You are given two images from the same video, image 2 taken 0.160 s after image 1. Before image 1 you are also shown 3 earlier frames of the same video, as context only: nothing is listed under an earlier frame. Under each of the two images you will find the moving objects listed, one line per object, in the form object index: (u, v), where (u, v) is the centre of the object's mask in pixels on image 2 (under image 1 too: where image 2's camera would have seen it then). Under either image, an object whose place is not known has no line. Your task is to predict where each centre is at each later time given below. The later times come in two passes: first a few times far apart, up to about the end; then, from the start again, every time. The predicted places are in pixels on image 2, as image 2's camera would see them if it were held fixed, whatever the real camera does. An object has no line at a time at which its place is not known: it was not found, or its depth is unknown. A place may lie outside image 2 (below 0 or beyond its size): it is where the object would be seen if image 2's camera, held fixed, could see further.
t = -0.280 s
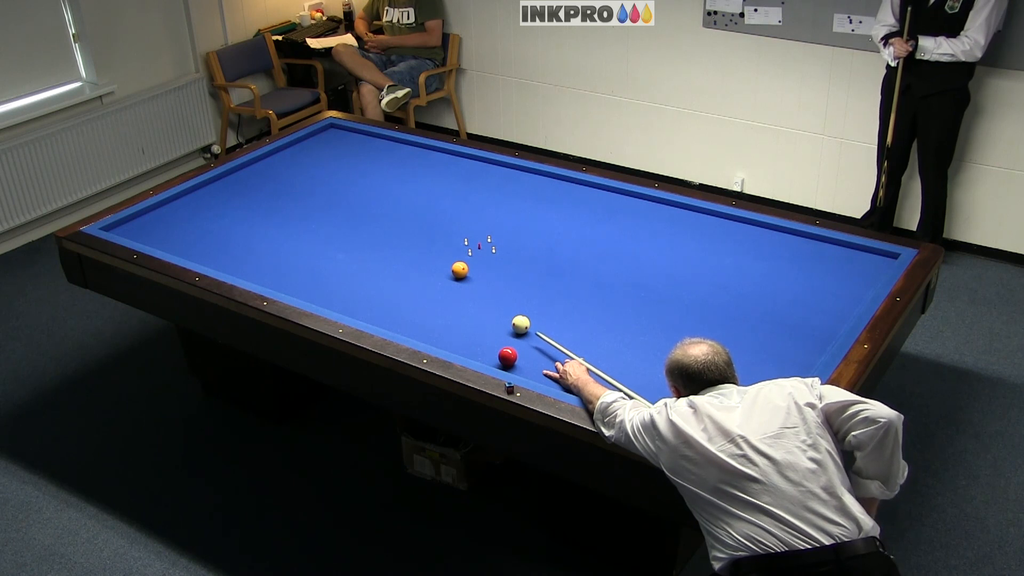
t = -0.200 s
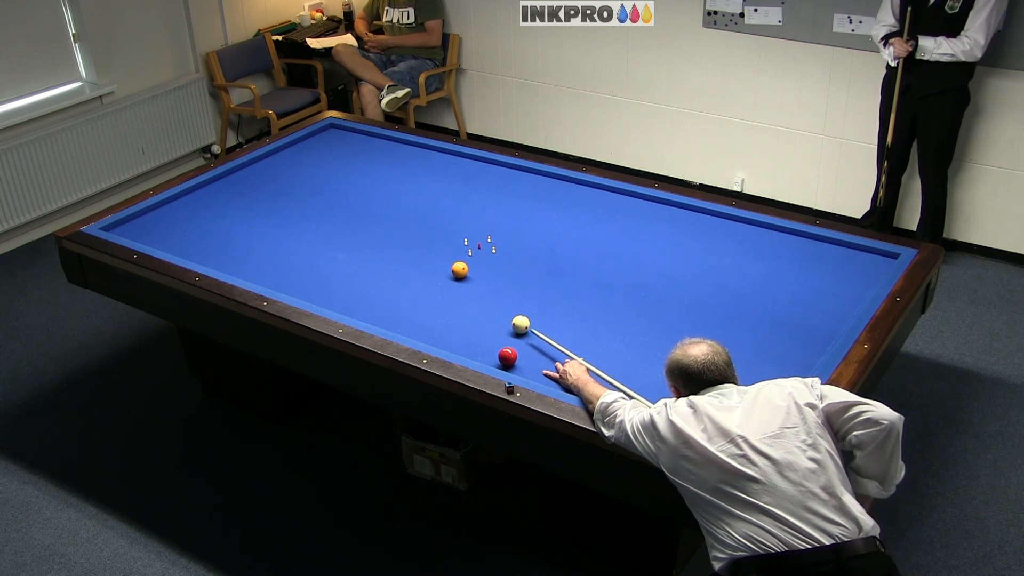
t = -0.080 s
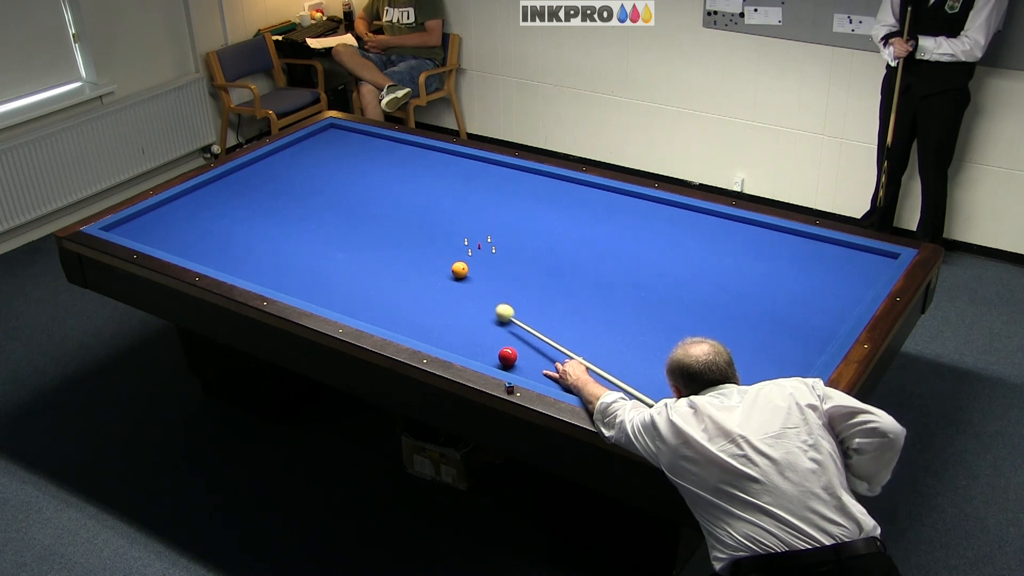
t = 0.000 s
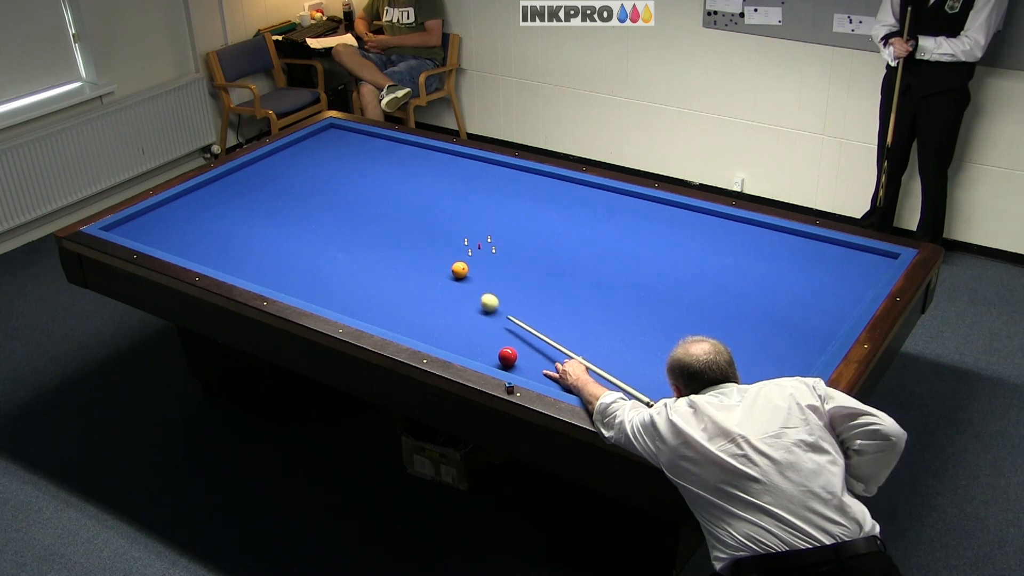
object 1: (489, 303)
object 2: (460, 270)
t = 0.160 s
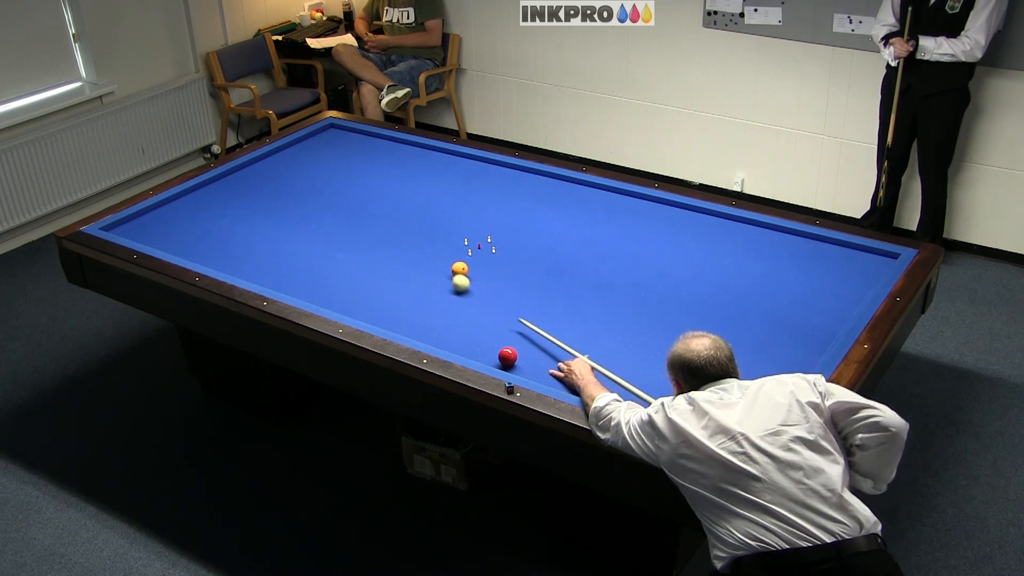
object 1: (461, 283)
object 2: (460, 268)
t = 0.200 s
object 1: (453, 279)
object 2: (461, 268)
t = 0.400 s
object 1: (412, 267)
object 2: (466, 262)
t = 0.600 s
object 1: (373, 255)
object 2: (473, 253)
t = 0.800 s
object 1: (336, 245)
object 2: (478, 246)
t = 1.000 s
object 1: (301, 235)
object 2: (484, 239)
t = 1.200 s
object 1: (269, 225)
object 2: (490, 233)
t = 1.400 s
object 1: (238, 216)
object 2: (494, 227)
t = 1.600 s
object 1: (209, 208)
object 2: (499, 222)
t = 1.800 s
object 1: (181, 200)
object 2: (504, 217)
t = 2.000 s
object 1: (185, 204)
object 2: (508, 212)
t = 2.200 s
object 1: (196, 210)
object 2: (512, 207)
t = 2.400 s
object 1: (207, 217)
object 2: (516, 203)
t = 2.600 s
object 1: (218, 223)
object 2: (519, 199)
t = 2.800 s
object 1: (229, 230)
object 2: (523, 195)
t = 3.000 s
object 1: (241, 237)
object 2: (526, 191)
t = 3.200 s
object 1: (253, 243)
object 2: (529, 188)
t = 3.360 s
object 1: (262, 248)
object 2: (531, 186)
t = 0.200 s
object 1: (453, 279)
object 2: (461, 268)
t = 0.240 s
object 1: (445, 276)
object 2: (461, 268)
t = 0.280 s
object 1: (437, 274)
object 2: (463, 266)
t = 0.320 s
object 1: (428, 271)
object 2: (464, 265)
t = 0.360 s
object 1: (420, 269)
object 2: (465, 263)
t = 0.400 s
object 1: (412, 267)
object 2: (466, 262)
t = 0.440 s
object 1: (404, 264)
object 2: (468, 260)
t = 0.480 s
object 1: (396, 262)
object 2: (469, 258)
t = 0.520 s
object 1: (388, 260)
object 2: (470, 256)
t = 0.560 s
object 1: (381, 257)
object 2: (472, 255)
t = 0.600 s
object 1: (373, 255)
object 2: (473, 253)
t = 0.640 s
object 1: (365, 253)
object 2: (474, 252)
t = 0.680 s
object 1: (358, 251)
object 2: (475, 251)
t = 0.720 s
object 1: (350, 249)
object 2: (476, 249)
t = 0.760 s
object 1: (343, 247)
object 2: (477, 248)
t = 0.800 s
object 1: (336, 245)
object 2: (478, 246)
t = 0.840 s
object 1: (329, 243)
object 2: (480, 245)
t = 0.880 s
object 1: (322, 241)
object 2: (481, 244)
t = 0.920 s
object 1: (315, 239)
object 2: (482, 242)
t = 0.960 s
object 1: (308, 237)
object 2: (483, 241)
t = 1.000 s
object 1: (301, 235)
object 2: (484, 239)
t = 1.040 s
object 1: (295, 233)
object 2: (485, 238)
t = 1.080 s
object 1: (288, 231)
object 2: (486, 237)
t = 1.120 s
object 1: (282, 229)
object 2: (488, 236)
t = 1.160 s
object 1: (275, 227)
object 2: (489, 234)
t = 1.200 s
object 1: (269, 225)
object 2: (490, 233)
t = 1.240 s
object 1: (262, 223)
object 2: (491, 232)
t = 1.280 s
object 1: (256, 222)
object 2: (492, 231)
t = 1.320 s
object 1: (250, 220)
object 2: (492, 230)
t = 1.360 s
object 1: (244, 218)
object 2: (493, 229)
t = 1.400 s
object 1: (238, 216)
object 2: (494, 227)
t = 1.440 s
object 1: (232, 214)
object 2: (495, 226)
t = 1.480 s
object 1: (226, 213)
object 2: (496, 225)
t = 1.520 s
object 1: (220, 211)
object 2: (497, 224)
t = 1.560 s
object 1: (214, 209)
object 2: (498, 223)
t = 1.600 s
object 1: (209, 208)
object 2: (499, 222)
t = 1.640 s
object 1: (203, 206)
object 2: (500, 221)
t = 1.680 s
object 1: (197, 205)
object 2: (501, 220)
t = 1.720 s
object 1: (192, 203)
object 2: (502, 219)
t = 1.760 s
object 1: (186, 201)
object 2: (503, 218)
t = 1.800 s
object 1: (181, 200)
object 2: (504, 217)
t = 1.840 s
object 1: (176, 198)
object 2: (504, 216)
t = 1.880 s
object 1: (178, 199)
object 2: (505, 215)
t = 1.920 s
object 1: (181, 201)
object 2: (506, 214)
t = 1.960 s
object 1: (183, 202)
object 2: (507, 213)
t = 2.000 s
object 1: (185, 204)
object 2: (508, 212)
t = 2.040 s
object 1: (187, 205)
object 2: (509, 211)
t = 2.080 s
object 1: (190, 206)
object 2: (509, 210)
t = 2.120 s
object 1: (192, 208)
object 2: (510, 209)
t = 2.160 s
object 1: (194, 209)
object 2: (511, 208)
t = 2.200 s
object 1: (196, 210)
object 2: (512, 207)
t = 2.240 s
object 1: (198, 211)
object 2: (513, 206)
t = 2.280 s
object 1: (200, 213)
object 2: (513, 205)
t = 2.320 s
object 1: (203, 214)
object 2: (514, 204)
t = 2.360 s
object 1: (205, 215)
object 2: (515, 204)
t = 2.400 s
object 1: (207, 217)
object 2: (516, 203)
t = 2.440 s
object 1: (209, 218)
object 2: (517, 202)
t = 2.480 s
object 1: (212, 219)
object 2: (517, 201)
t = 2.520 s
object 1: (214, 221)
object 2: (518, 200)
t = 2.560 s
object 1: (216, 222)
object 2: (518, 199)
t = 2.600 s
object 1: (218, 223)
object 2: (519, 199)
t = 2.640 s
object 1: (221, 225)
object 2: (520, 198)
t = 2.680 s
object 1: (223, 226)
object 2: (521, 197)
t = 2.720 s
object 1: (225, 227)
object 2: (521, 196)
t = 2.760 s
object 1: (227, 229)
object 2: (522, 196)
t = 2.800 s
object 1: (229, 230)
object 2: (523, 195)
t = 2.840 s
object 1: (232, 231)
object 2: (524, 194)
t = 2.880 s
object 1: (234, 233)
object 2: (524, 193)
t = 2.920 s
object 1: (237, 234)
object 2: (525, 193)
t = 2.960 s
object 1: (239, 235)
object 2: (525, 192)
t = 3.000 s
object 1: (241, 237)
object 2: (526, 191)
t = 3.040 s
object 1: (243, 237)
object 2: (527, 190)
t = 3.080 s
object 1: (246, 239)
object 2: (527, 190)
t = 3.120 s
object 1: (248, 240)
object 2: (528, 189)
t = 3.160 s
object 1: (251, 242)
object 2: (528, 188)
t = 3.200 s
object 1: (253, 243)
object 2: (529, 188)
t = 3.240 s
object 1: (255, 244)
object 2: (530, 187)
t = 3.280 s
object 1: (257, 246)
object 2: (530, 187)
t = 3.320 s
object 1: (260, 247)
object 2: (531, 186)
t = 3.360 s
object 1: (262, 248)
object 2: (531, 186)
